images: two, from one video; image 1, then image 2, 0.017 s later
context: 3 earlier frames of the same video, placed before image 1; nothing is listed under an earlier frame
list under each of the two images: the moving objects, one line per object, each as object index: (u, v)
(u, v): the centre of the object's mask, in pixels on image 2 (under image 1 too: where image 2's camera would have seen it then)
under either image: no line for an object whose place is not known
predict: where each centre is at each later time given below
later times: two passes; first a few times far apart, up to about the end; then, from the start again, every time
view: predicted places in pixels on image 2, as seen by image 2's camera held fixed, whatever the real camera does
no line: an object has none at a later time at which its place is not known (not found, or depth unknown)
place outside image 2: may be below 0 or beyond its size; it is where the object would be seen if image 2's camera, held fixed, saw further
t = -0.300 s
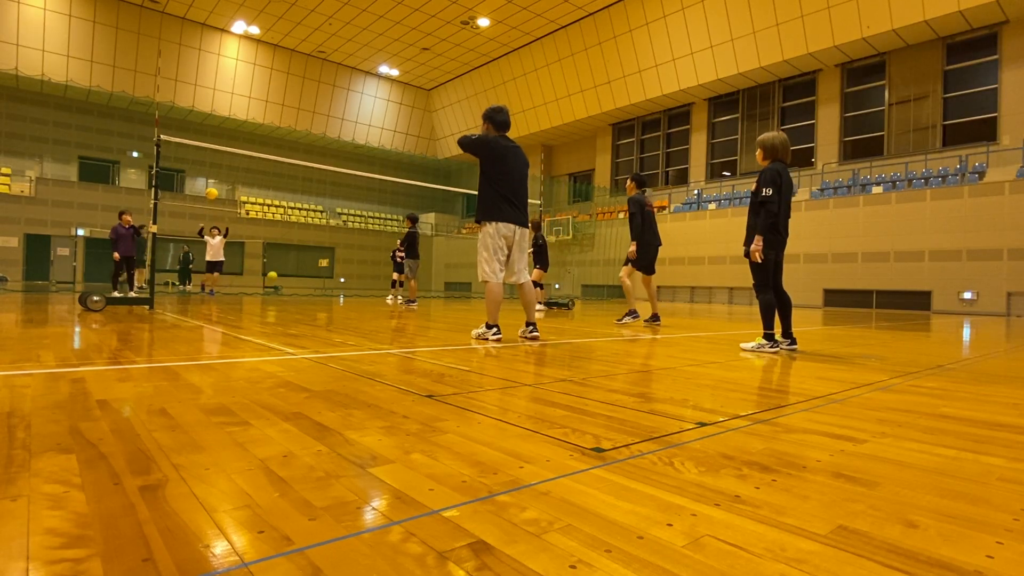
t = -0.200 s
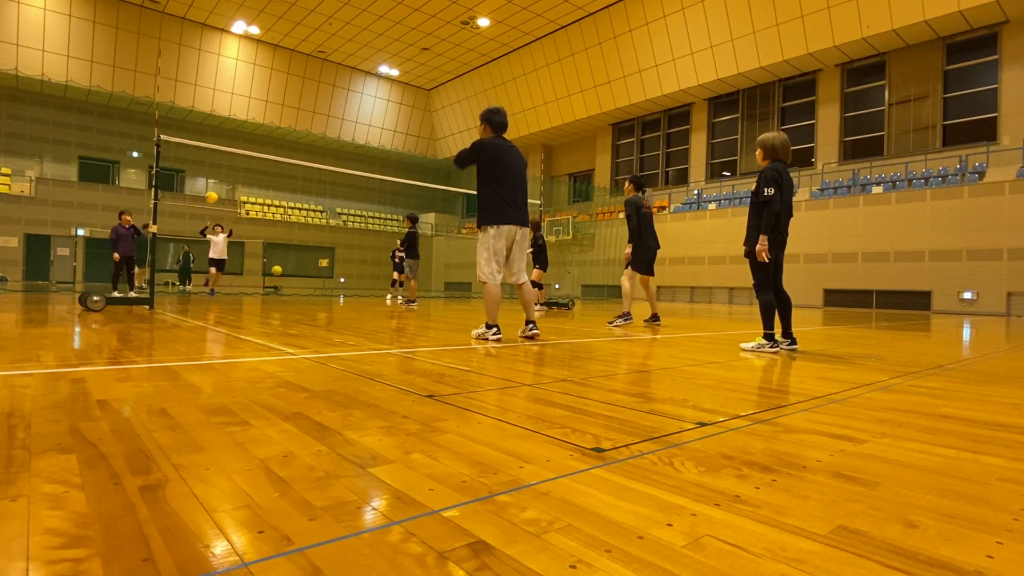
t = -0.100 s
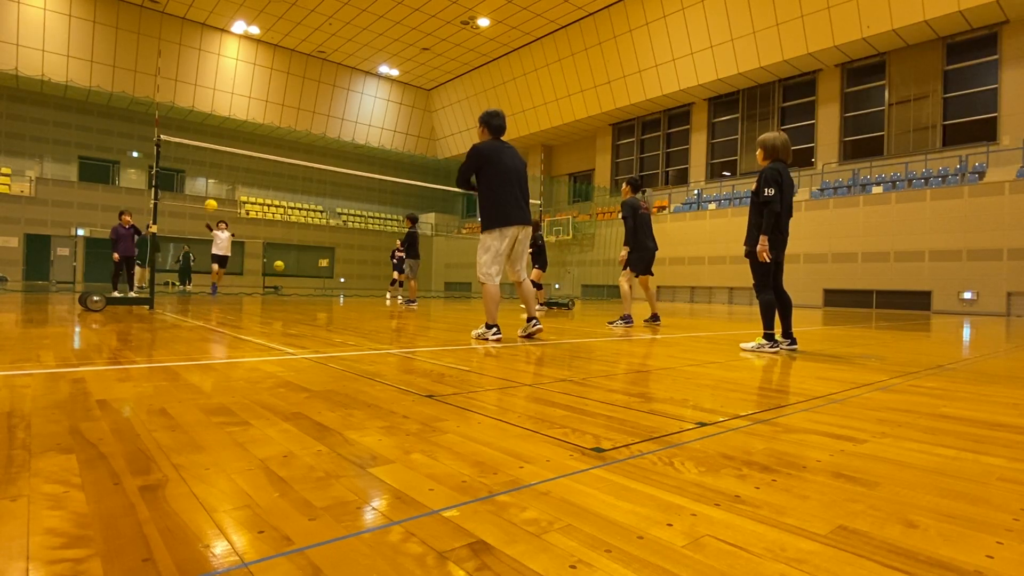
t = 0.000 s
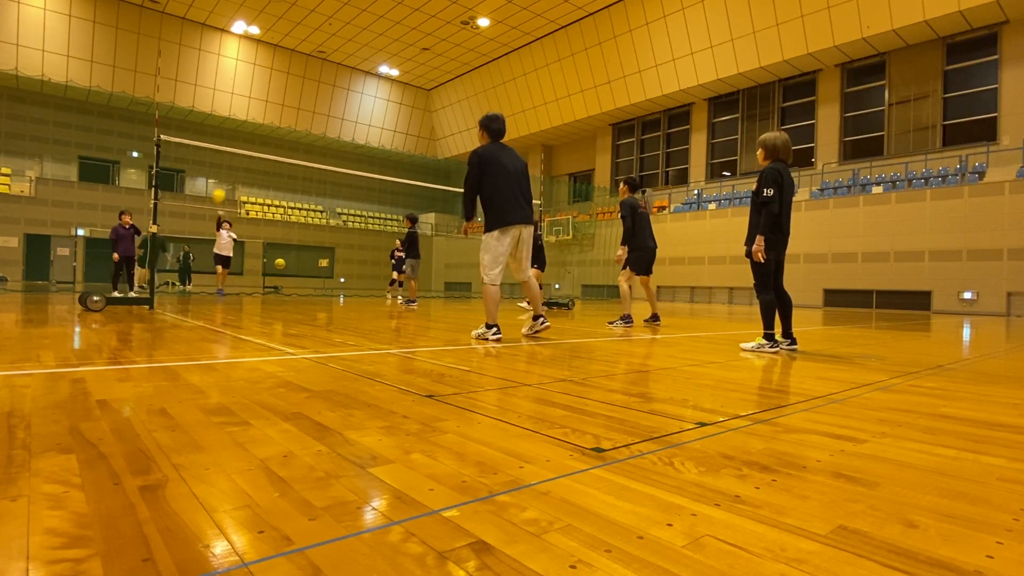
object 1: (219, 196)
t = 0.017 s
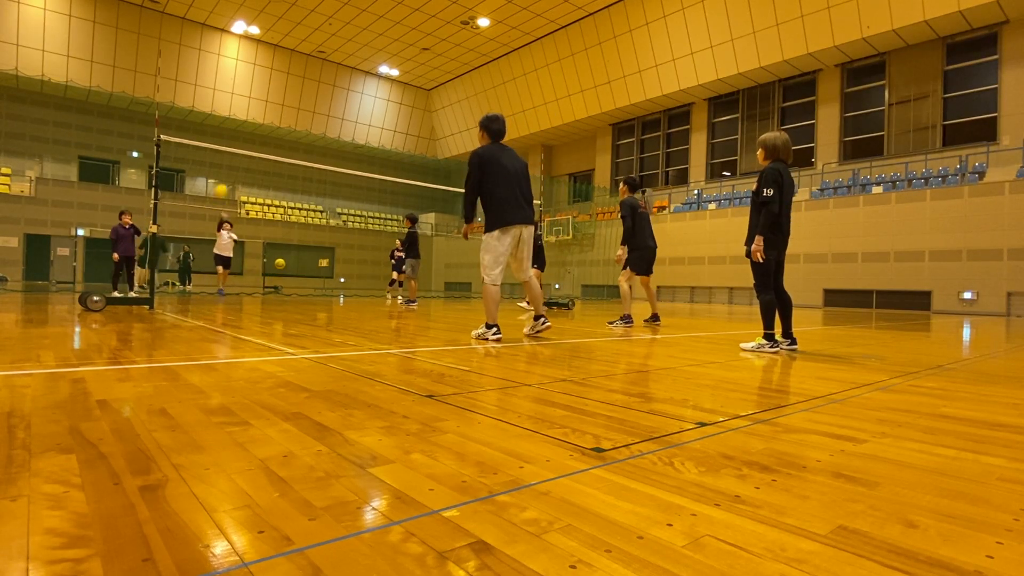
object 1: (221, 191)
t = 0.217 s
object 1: (248, 140)
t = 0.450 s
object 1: (276, 87)
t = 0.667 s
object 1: (300, 55)
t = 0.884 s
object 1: (326, 45)
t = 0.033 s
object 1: (223, 187)
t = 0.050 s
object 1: (226, 182)
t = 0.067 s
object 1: (228, 178)
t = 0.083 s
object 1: (230, 174)
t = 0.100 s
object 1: (232, 169)
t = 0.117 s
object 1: (235, 165)
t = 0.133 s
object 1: (237, 161)
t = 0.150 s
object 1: (239, 158)
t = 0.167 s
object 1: (242, 152)
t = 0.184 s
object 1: (245, 146)
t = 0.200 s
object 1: (246, 143)
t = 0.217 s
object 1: (248, 140)
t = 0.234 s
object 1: (250, 136)
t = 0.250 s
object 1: (253, 132)
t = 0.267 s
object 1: (255, 128)
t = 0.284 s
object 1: (257, 124)
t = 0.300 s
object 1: (259, 120)
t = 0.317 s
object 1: (261, 116)
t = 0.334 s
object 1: (262, 112)
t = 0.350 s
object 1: (265, 110)
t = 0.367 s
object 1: (267, 105)
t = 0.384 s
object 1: (268, 102)
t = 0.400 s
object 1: (271, 98)
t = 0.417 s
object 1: (273, 95)
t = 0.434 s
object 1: (274, 91)
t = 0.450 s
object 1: (276, 87)
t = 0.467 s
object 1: (279, 86)
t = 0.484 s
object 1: (280, 82)
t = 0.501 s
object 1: (281, 79)
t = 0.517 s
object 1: (283, 76)
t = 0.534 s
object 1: (285, 73)
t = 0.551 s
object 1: (287, 70)
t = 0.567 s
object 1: (288, 67)
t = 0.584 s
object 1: (290, 65)
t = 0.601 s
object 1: (292, 62)
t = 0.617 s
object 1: (294, 61)
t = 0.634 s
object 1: (296, 58)
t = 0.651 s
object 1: (298, 57)
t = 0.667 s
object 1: (300, 55)
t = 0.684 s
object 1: (302, 53)
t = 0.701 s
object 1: (304, 51)
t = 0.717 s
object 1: (305, 50)
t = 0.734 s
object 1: (308, 49)
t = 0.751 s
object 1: (309, 47)
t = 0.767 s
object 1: (312, 46)
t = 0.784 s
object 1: (314, 45)
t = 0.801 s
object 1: (316, 45)
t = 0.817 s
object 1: (318, 44)
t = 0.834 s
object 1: (320, 44)
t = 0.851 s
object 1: (322, 43)
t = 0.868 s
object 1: (324, 44)
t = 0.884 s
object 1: (326, 45)
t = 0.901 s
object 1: (328, 45)
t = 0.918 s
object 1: (331, 46)
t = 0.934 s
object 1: (333, 47)
